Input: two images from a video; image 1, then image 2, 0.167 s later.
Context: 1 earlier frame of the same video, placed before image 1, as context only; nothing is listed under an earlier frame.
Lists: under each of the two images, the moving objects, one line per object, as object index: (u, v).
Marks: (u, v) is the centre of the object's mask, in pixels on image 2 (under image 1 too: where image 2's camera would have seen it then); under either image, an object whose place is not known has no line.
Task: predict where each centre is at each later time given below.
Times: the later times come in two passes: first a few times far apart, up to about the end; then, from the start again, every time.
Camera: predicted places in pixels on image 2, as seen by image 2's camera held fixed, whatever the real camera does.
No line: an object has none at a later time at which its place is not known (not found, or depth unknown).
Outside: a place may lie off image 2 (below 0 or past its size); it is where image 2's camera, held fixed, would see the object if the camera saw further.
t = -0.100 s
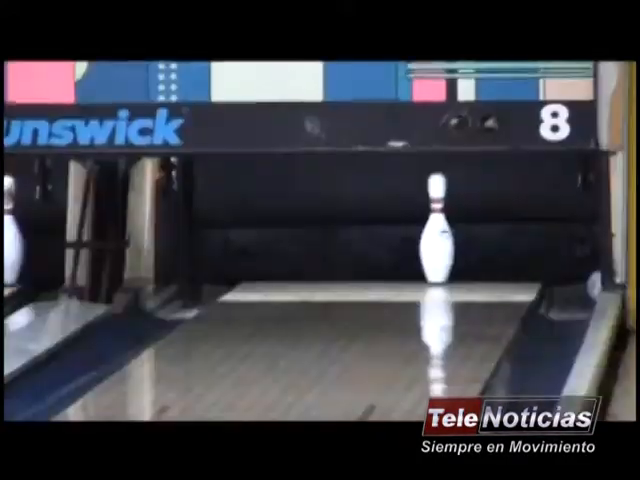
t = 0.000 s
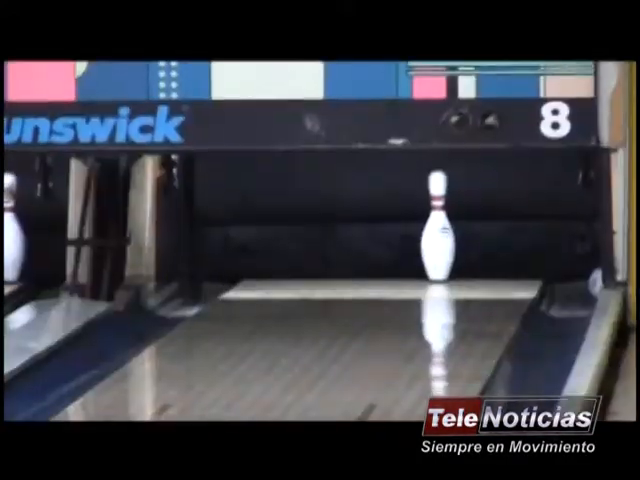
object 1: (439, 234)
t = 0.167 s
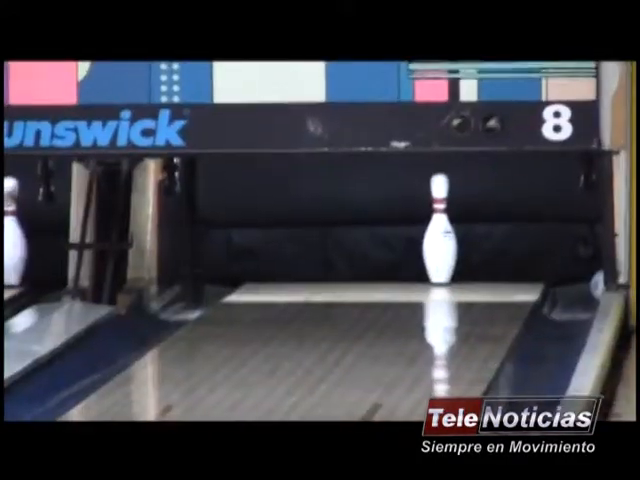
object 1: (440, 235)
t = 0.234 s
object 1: (440, 235)
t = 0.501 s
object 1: (439, 234)
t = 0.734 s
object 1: (439, 234)
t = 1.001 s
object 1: (439, 234)
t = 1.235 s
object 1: (439, 227)
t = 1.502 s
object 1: (437, 218)
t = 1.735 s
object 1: (436, 229)
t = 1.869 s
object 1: (361, 242)
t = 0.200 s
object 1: (440, 235)
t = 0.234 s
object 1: (440, 235)
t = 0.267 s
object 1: (440, 235)
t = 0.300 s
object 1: (440, 235)
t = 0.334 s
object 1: (440, 235)
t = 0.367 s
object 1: (439, 234)
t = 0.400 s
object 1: (439, 234)
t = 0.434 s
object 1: (439, 235)
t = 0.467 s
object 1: (439, 234)
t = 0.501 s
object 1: (439, 234)
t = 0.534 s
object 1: (440, 234)
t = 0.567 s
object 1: (439, 234)
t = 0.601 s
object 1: (439, 234)
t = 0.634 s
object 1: (439, 234)
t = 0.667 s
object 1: (439, 234)
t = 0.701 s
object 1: (439, 234)
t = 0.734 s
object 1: (439, 234)
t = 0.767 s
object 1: (439, 234)
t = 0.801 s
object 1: (439, 234)
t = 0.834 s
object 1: (439, 234)
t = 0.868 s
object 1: (439, 234)
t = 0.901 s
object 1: (439, 235)
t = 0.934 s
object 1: (439, 234)
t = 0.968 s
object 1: (439, 235)
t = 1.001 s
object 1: (439, 234)
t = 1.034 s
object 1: (439, 234)
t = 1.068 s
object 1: (439, 234)
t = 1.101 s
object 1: (440, 234)
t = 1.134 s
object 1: (439, 232)
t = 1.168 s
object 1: (439, 231)
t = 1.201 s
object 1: (439, 229)
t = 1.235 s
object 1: (439, 227)
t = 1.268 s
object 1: (439, 226)
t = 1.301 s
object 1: (439, 224)
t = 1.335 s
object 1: (439, 222)
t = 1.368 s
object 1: (439, 221)
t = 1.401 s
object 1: (438, 220)
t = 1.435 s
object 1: (438, 219)
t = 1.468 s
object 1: (438, 218)
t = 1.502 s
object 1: (437, 218)
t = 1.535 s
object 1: (437, 217)
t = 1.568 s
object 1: (436, 219)
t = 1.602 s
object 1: (436, 221)
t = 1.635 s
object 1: (436, 224)
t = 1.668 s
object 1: (436, 226)
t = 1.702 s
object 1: (436, 228)
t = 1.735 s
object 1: (436, 229)
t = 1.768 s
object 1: (431, 235)
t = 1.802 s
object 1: (407, 234)
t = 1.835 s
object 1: (385, 235)
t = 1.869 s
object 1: (361, 242)
